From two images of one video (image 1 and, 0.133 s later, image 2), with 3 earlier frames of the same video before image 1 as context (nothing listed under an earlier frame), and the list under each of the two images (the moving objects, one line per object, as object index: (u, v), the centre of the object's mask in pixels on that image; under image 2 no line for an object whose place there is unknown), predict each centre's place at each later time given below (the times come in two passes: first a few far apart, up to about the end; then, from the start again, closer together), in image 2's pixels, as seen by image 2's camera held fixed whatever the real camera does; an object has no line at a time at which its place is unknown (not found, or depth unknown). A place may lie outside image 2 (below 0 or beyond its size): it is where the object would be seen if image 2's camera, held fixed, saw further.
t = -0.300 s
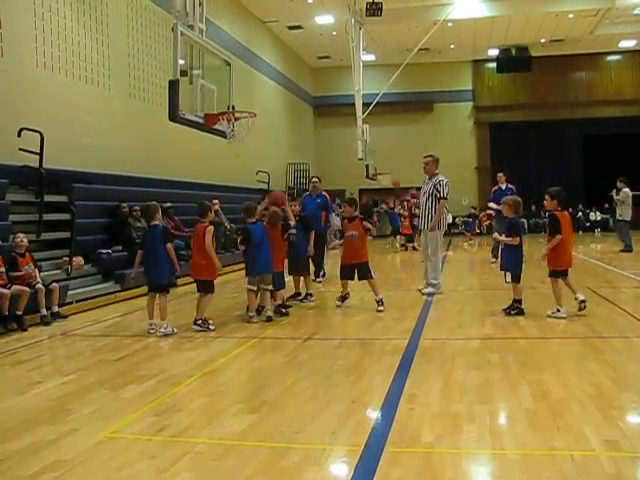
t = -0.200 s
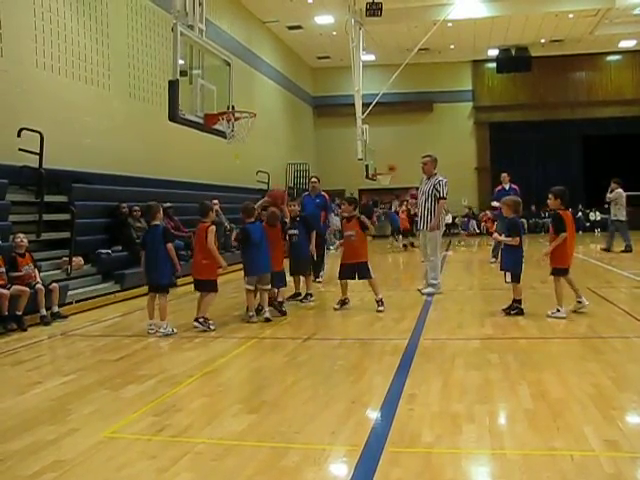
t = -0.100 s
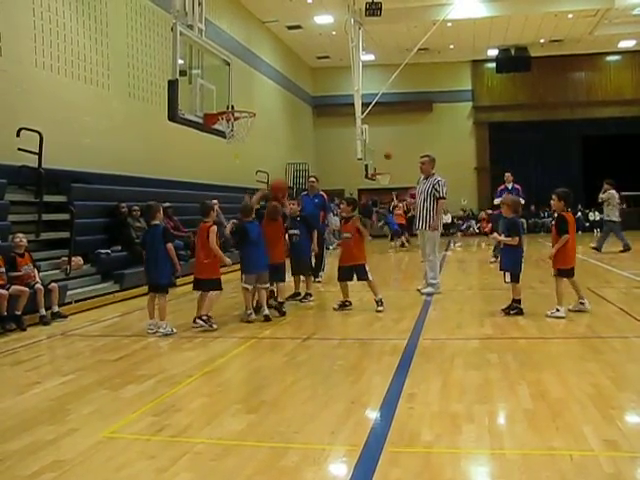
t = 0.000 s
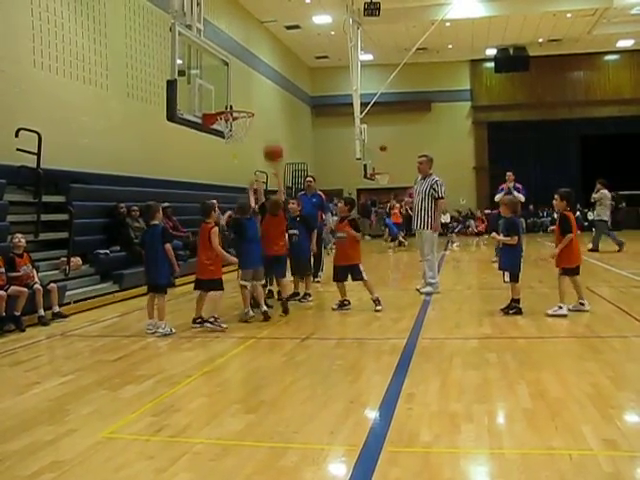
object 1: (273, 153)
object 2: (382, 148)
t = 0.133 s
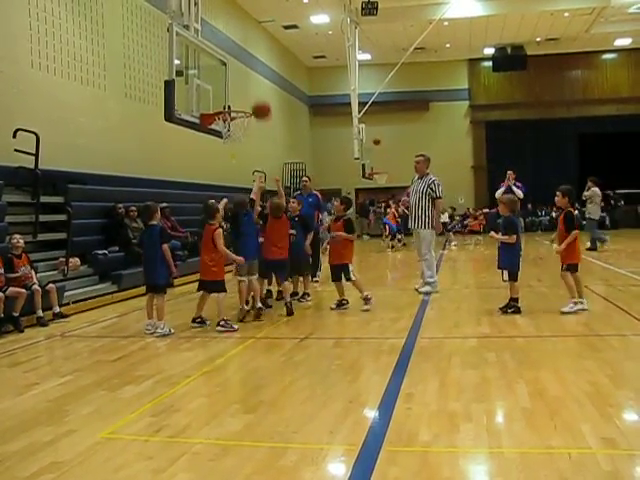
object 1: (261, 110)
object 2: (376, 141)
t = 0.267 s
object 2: (372, 142)
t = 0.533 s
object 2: (372, 156)
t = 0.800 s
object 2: (383, 180)
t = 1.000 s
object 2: (387, 183)
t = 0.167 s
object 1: (258, 102)
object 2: (375, 141)
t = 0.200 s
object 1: (256, 95)
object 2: (374, 141)
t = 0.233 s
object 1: (254, 89)
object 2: (373, 141)
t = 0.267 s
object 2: (372, 142)
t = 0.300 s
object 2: (371, 143)
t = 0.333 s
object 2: (371, 144)
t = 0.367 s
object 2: (370, 145)
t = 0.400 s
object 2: (369, 147)
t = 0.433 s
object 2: (368, 149)
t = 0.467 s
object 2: (370, 152)
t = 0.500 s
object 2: (370, 153)
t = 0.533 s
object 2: (372, 156)
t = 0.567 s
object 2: (373, 158)
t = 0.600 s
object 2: (375, 162)
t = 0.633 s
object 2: (376, 166)
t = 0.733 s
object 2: (381, 175)
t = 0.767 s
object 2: (383, 178)
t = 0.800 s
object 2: (383, 180)
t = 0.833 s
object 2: (384, 179)
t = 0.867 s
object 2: (385, 180)
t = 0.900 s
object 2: (386, 180)
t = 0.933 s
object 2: (387, 181)
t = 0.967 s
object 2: (387, 182)
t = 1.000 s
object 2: (387, 183)
